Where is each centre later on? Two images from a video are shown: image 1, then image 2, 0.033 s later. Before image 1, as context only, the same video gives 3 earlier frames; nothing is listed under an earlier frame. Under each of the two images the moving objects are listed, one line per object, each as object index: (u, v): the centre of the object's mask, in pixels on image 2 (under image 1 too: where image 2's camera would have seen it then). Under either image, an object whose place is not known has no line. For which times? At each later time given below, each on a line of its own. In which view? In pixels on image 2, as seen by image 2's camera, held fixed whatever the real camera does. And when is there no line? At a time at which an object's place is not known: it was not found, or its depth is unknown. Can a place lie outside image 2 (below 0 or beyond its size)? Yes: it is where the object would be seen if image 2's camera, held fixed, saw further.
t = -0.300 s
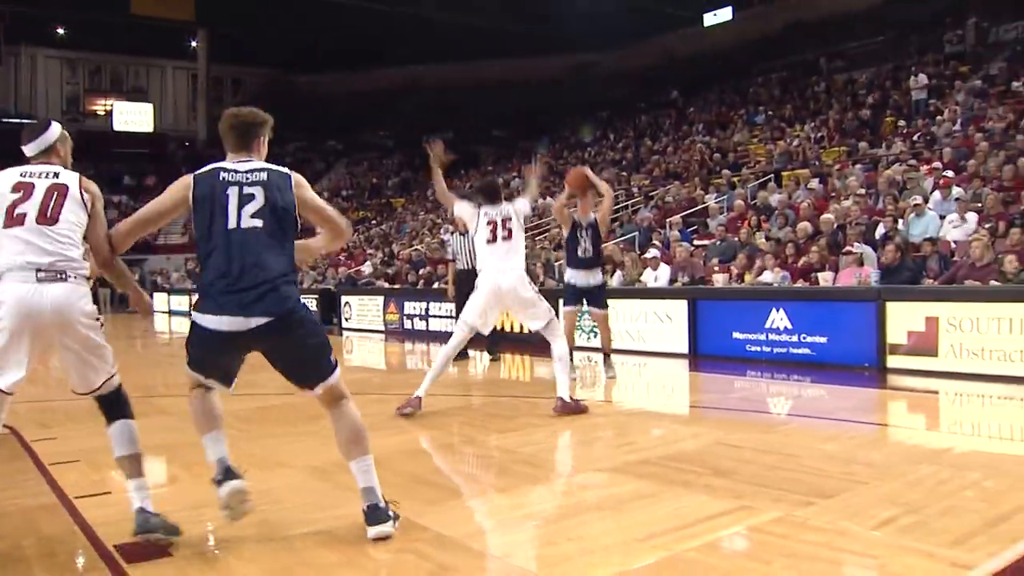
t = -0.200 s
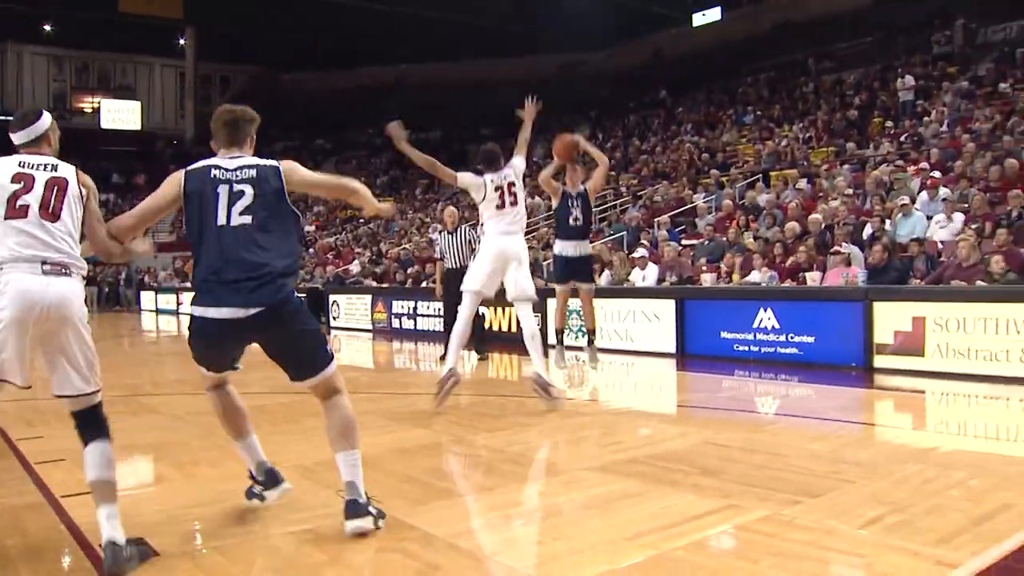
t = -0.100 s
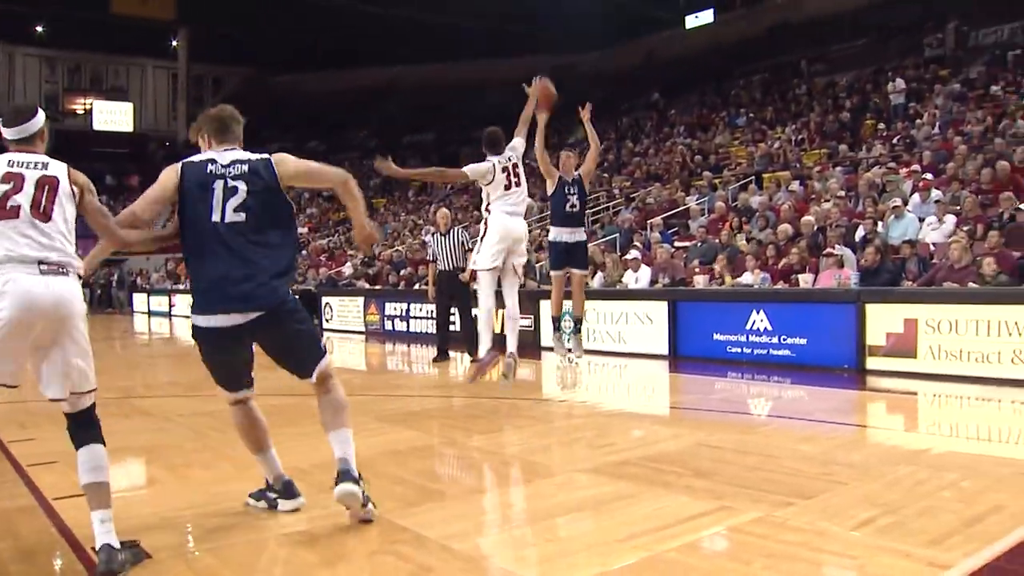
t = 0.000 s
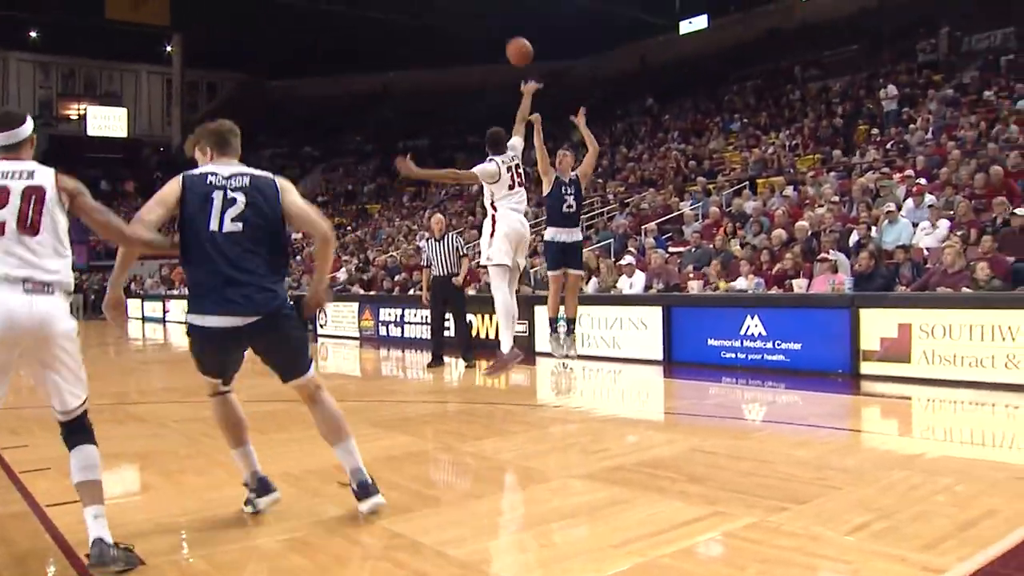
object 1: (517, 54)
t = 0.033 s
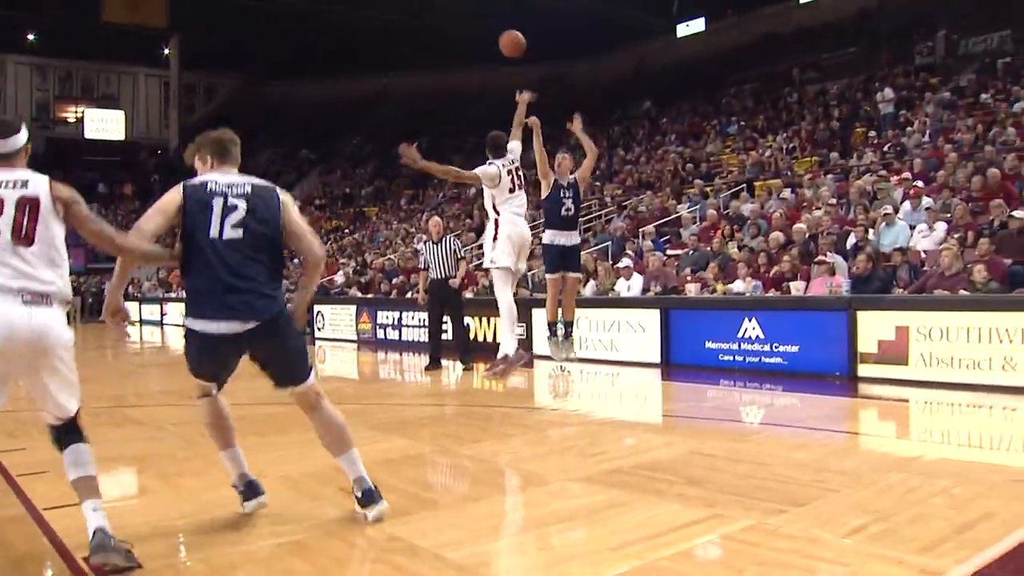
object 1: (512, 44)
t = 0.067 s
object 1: (507, 35)
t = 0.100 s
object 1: (502, 28)
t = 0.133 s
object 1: (498, 23)
